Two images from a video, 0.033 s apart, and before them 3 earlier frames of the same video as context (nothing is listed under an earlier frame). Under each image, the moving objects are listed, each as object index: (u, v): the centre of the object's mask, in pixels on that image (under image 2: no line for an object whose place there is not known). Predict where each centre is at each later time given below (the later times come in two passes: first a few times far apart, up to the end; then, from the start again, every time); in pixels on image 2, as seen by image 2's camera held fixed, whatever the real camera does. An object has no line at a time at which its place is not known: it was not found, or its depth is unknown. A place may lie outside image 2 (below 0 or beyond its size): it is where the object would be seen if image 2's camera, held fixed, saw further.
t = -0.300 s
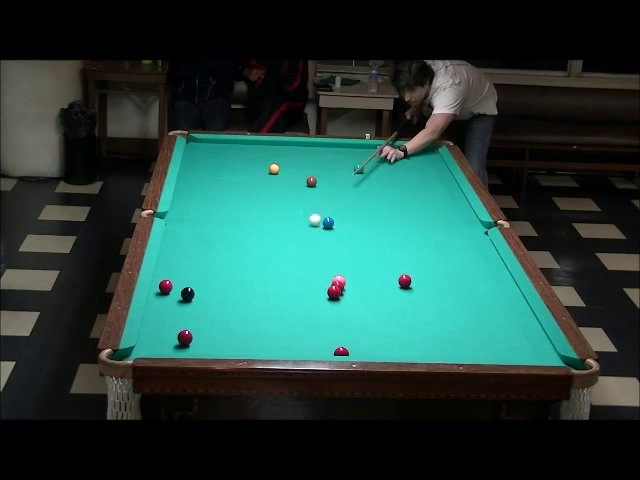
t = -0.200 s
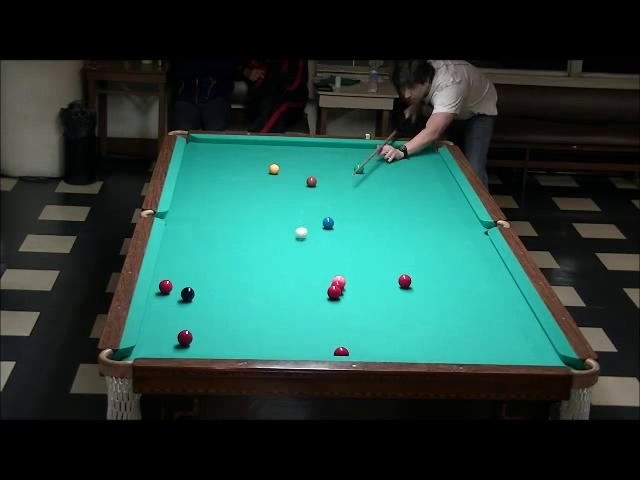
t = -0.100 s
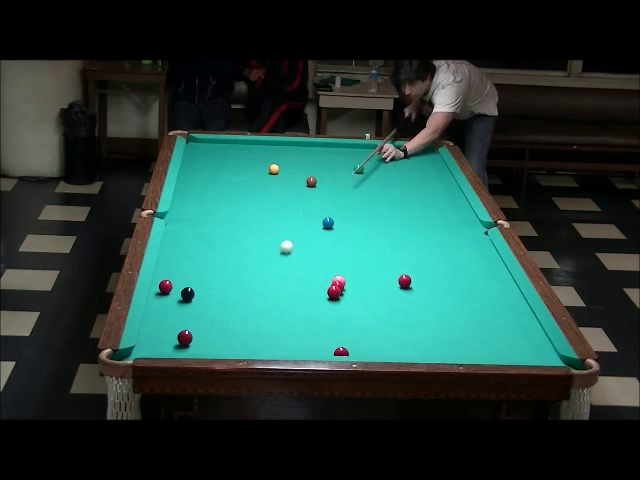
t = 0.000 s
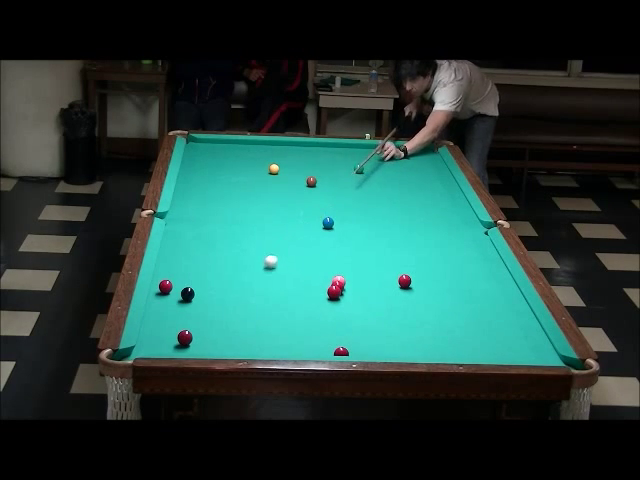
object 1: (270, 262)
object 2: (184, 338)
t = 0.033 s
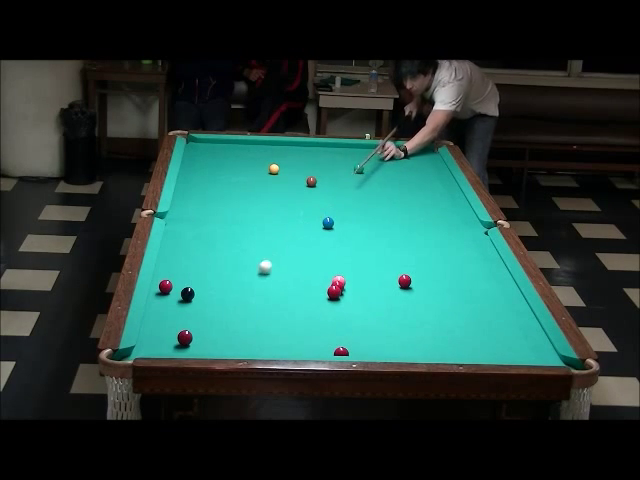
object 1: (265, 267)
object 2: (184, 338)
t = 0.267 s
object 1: (223, 307)
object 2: (184, 337)
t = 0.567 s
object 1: (210, 346)
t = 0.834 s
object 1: (221, 340)
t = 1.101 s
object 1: (231, 323)
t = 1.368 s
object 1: (240, 309)
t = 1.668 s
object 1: (248, 295)
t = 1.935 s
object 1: (254, 283)
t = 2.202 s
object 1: (259, 274)
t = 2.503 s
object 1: (265, 264)
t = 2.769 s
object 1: (269, 257)
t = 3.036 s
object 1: (272, 251)
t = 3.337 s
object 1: (275, 245)
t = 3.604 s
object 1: (277, 240)
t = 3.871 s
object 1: (279, 237)
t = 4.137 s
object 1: (281, 234)
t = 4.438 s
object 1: (282, 231)
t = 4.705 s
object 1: (283, 230)
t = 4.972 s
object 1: (285, 229)
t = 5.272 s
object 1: (285, 228)
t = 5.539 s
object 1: (285, 228)
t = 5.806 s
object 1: (285, 228)
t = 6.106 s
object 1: (285, 228)
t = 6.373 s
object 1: (285, 228)
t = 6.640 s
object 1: (285, 228)
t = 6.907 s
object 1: (285, 228)
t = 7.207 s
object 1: (285, 228)
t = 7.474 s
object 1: (285, 228)
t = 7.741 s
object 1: (285, 228)
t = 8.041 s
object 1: (285, 228)
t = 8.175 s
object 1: (285, 228)
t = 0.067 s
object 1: (259, 272)
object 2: (184, 337)
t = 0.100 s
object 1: (253, 278)
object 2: (184, 337)
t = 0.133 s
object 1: (248, 283)
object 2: (184, 337)
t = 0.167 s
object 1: (242, 289)
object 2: (184, 337)
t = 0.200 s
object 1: (236, 295)
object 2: (184, 337)
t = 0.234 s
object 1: (229, 301)
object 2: (184, 337)
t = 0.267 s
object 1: (223, 307)
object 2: (184, 337)
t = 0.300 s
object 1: (216, 313)
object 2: (184, 337)
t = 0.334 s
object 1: (209, 320)
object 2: (184, 337)
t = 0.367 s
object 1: (203, 327)
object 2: (184, 337)
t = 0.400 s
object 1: (196, 333)
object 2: (184, 338)
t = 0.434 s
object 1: (200, 335)
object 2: (172, 342)
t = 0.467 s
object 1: (203, 338)
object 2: (162, 346)
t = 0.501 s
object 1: (206, 341)
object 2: (152, 348)
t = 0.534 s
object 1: (209, 344)
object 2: (142, 352)
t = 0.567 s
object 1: (210, 346)
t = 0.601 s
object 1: (212, 348)
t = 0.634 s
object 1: (214, 350)
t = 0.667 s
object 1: (215, 348)
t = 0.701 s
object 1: (216, 347)
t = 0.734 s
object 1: (217, 346)
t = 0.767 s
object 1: (219, 345)
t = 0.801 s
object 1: (220, 342)
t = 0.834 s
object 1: (221, 340)
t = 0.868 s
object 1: (223, 338)
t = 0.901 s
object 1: (224, 336)
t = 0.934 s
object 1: (225, 334)
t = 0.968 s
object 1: (227, 331)
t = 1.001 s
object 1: (228, 329)
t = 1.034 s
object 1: (229, 327)
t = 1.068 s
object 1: (230, 325)
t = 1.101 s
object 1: (231, 323)
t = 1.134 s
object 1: (232, 321)
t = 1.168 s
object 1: (233, 320)
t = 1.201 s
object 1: (234, 318)
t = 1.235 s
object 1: (235, 316)
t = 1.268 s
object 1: (237, 314)
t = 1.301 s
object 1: (237, 313)
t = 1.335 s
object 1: (239, 311)
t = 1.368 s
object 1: (240, 309)
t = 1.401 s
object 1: (240, 307)
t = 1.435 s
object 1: (242, 306)
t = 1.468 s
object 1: (243, 304)
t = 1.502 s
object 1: (243, 302)
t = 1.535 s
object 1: (244, 301)
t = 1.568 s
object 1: (245, 299)
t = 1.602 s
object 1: (246, 298)
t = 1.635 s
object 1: (247, 296)
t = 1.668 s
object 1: (248, 295)
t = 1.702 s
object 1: (249, 293)
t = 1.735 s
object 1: (249, 291)
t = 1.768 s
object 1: (250, 290)
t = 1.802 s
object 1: (251, 289)
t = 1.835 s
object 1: (252, 287)
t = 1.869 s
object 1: (253, 286)
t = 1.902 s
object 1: (253, 285)
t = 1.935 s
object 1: (254, 283)
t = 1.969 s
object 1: (255, 282)
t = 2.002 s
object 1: (255, 281)
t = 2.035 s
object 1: (256, 280)
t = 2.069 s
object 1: (257, 279)
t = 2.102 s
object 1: (257, 277)
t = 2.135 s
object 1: (258, 276)
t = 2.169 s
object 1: (259, 275)
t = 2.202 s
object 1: (259, 274)
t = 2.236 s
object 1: (260, 273)
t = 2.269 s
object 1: (261, 272)
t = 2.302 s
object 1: (261, 271)
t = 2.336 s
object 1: (262, 269)
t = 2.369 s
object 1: (262, 268)
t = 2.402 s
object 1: (263, 267)
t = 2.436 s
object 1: (264, 266)
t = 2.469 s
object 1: (264, 265)
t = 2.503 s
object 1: (265, 264)
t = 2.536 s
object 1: (265, 264)
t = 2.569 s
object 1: (266, 262)
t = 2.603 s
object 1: (266, 262)
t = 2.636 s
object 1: (267, 261)
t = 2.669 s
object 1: (267, 260)
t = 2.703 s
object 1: (268, 259)
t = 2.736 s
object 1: (268, 258)
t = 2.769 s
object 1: (269, 257)
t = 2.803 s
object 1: (269, 256)
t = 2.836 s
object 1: (270, 255)
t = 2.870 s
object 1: (270, 255)
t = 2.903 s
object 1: (270, 254)
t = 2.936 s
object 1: (271, 253)
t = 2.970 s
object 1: (271, 252)
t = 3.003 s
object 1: (272, 252)
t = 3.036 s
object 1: (272, 251)
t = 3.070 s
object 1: (272, 250)
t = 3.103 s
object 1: (273, 249)
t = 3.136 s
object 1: (273, 249)
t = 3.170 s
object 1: (273, 248)
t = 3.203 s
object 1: (274, 247)
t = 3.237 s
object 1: (274, 247)
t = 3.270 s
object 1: (275, 246)
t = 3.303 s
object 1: (275, 246)
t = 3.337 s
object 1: (275, 245)
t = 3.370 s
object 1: (276, 244)
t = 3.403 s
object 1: (276, 244)
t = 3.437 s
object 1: (276, 243)
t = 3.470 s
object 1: (276, 243)
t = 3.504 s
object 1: (276, 242)
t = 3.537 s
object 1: (277, 242)
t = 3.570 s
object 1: (277, 241)
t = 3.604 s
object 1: (277, 240)
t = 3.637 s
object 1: (277, 240)
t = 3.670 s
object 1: (278, 239)
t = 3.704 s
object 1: (278, 239)
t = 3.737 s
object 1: (278, 238)
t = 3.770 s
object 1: (278, 238)
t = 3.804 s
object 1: (279, 238)
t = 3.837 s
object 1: (279, 237)
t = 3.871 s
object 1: (279, 237)
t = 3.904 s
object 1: (279, 236)
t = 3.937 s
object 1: (279, 236)
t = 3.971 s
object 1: (280, 235)
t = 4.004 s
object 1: (280, 235)
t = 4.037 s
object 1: (280, 235)
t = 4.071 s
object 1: (280, 234)
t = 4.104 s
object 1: (280, 234)
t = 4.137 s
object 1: (281, 234)
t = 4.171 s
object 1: (281, 233)
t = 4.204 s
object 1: (281, 233)
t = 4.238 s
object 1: (281, 233)
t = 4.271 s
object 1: (281, 232)
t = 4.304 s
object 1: (281, 232)
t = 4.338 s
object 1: (281, 232)
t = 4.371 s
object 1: (282, 232)
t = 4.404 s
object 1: (282, 231)
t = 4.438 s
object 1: (282, 231)
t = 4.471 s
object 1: (282, 231)
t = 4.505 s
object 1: (282, 231)
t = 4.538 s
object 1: (282, 230)
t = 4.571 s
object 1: (282, 230)
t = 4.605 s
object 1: (283, 230)
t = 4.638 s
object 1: (283, 230)
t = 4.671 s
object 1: (283, 230)
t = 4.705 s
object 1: (283, 230)
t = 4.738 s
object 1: (283, 229)
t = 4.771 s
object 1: (284, 229)
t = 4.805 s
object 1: (284, 229)
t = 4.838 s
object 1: (284, 229)
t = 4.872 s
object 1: (284, 229)
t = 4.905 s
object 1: (284, 229)
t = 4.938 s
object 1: (285, 229)
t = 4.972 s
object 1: (285, 229)
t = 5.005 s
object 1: (285, 228)
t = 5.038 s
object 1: (285, 228)
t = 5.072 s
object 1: (285, 228)
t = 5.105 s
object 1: (285, 228)
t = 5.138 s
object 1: (285, 228)
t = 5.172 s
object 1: (285, 228)
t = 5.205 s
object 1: (285, 228)
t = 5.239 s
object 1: (285, 228)
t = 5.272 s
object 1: (285, 228)
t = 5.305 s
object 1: (285, 228)
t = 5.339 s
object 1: (285, 228)
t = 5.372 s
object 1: (285, 228)
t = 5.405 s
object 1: (285, 228)
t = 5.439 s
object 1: (285, 228)
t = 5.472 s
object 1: (285, 228)
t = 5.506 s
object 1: (285, 228)
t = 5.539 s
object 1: (285, 228)
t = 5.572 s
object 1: (285, 228)
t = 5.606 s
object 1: (285, 228)
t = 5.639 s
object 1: (286, 228)
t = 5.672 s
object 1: (286, 228)
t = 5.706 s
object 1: (285, 228)
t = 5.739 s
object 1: (285, 228)
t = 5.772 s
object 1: (285, 228)
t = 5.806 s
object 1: (285, 228)
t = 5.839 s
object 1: (285, 228)
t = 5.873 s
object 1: (286, 228)
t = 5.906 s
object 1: (285, 228)
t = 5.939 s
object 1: (285, 228)
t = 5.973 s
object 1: (285, 228)
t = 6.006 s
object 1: (285, 228)
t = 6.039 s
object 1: (285, 228)
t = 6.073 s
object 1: (285, 228)
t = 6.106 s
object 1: (285, 228)
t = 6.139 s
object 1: (285, 228)
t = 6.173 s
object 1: (285, 228)
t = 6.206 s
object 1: (285, 228)
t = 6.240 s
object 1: (285, 228)
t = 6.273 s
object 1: (285, 228)
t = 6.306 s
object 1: (285, 228)
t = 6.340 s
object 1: (285, 228)
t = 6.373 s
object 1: (285, 228)
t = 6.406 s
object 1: (285, 228)
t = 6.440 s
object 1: (285, 228)
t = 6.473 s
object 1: (285, 228)
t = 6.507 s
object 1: (285, 228)
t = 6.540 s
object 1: (285, 228)
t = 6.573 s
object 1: (285, 228)
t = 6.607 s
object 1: (285, 228)
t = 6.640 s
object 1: (285, 228)
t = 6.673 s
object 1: (285, 228)
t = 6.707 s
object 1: (285, 228)
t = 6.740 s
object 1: (285, 228)
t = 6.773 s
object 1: (285, 228)
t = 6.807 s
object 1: (285, 228)
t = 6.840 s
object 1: (285, 228)
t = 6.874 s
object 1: (285, 228)
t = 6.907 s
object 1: (285, 228)
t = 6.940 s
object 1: (285, 228)
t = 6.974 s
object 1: (285, 228)
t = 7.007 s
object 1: (285, 228)
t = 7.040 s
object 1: (285, 228)
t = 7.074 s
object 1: (285, 228)
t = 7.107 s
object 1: (285, 228)
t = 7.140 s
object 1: (285, 228)
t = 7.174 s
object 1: (285, 228)
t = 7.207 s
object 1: (285, 228)
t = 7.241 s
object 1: (285, 228)
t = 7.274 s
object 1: (285, 228)
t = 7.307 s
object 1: (285, 228)
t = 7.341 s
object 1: (285, 228)
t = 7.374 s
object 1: (285, 228)
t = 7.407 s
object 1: (285, 228)
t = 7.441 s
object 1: (285, 228)
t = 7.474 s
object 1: (285, 228)
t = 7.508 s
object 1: (285, 228)
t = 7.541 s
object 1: (285, 228)
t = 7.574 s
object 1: (285, 228)
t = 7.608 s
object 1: (285, 228)
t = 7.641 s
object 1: (285, 228)
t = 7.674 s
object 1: (285, 228)
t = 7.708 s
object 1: (285, 228)
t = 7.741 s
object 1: (285, 228)
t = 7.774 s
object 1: (285, 228)
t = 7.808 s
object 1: (285, 228)
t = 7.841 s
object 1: (285, 228)
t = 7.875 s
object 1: (285, 228)
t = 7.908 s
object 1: (285, 228)
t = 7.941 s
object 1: (285, 228)
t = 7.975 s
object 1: (285, 228)
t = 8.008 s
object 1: (285, 228)
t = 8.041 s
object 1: (285, 228)
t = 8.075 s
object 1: (285, 228)
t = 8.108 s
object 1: (285, 228)
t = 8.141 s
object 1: (285, 228)
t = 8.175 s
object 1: (285, 228)
